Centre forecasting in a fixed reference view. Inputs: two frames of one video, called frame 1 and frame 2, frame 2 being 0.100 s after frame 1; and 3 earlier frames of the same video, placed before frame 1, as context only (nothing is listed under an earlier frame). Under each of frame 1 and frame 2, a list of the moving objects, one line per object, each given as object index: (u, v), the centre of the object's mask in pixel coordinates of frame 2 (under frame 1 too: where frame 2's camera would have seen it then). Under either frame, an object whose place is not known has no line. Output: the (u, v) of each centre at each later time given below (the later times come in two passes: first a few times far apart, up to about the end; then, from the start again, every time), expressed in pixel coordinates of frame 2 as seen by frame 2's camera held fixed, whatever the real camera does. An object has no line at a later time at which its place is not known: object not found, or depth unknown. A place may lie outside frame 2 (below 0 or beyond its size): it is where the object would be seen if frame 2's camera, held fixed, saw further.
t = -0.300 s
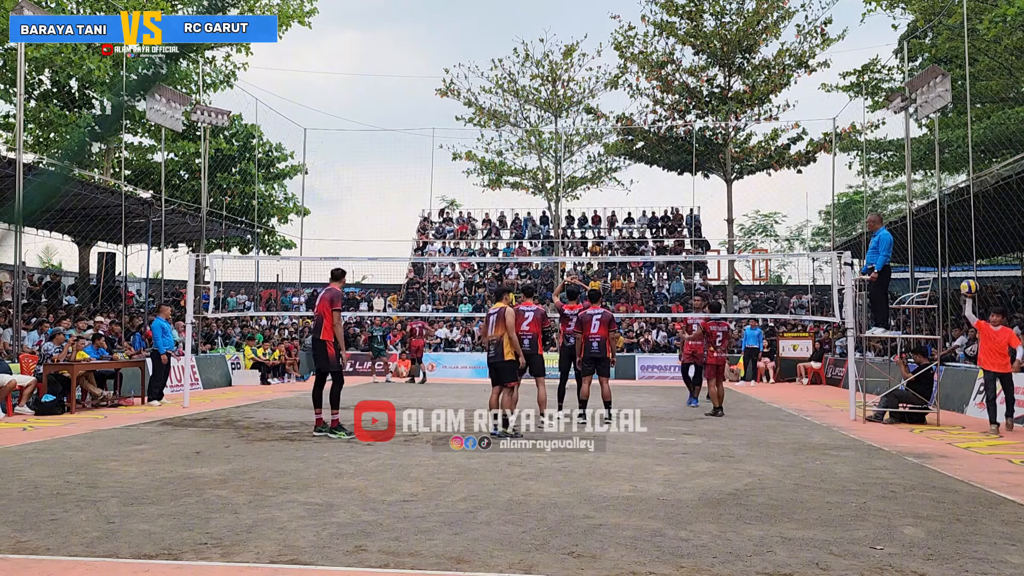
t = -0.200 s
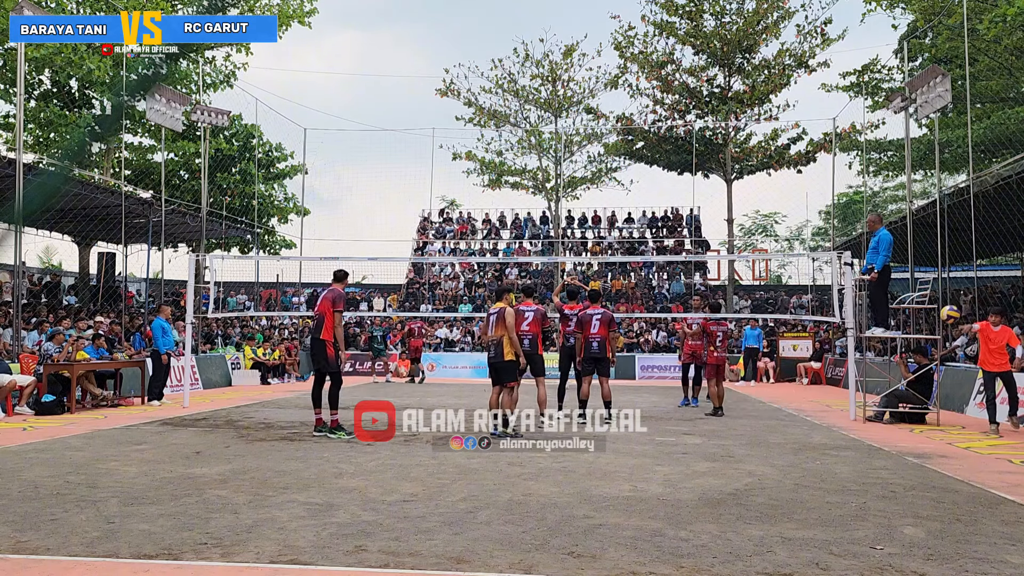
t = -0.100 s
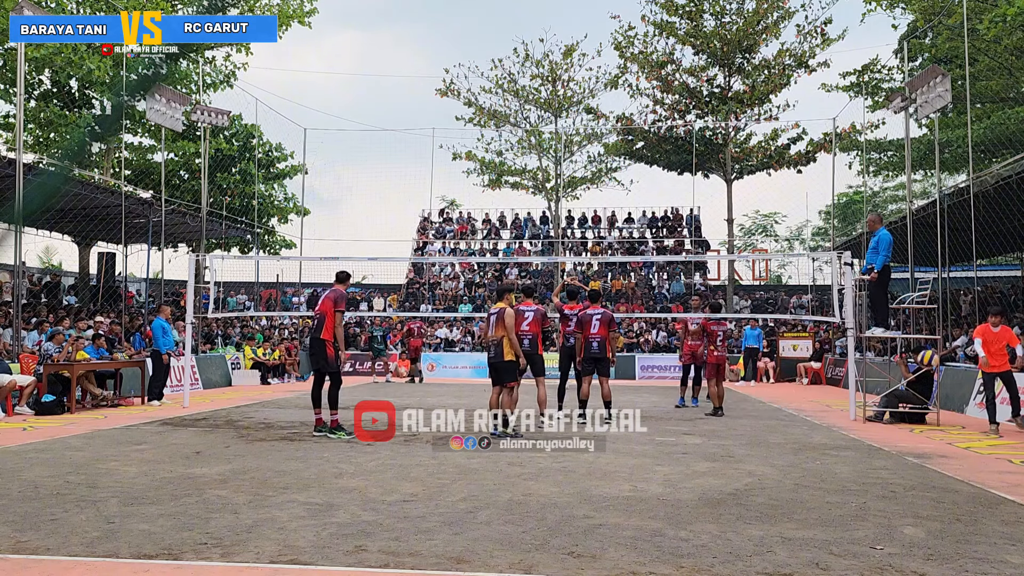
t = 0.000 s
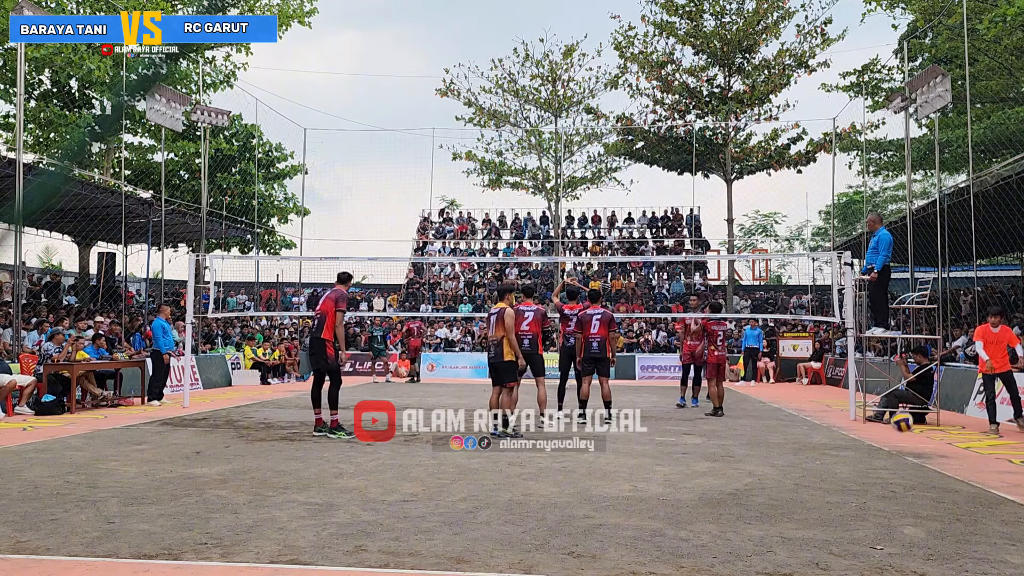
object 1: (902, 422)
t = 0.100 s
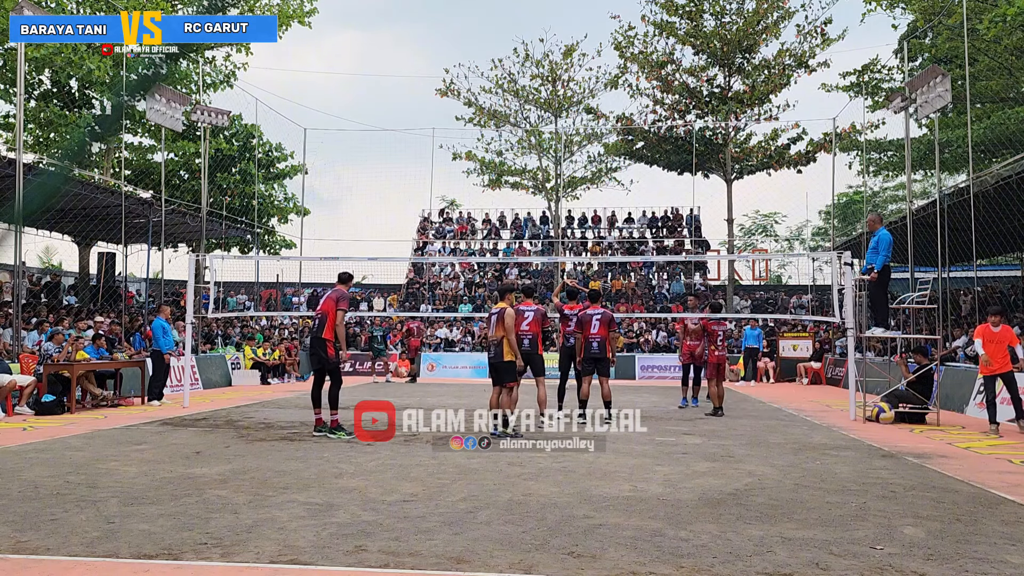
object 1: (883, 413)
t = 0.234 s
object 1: (863, 345)
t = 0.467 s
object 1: (827, 263)
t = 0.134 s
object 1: (877, 394)
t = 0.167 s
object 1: (873, 377)
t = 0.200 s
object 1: (867, 360)
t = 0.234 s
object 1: (863, 345)
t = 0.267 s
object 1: (857, 329)
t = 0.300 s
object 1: (853, 317)
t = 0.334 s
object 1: (848, 304)
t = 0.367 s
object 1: (843, 292)
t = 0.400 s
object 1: (837, 280)
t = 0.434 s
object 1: (832, 272)
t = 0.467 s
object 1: (827, 263)
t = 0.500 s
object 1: (821, 255)
